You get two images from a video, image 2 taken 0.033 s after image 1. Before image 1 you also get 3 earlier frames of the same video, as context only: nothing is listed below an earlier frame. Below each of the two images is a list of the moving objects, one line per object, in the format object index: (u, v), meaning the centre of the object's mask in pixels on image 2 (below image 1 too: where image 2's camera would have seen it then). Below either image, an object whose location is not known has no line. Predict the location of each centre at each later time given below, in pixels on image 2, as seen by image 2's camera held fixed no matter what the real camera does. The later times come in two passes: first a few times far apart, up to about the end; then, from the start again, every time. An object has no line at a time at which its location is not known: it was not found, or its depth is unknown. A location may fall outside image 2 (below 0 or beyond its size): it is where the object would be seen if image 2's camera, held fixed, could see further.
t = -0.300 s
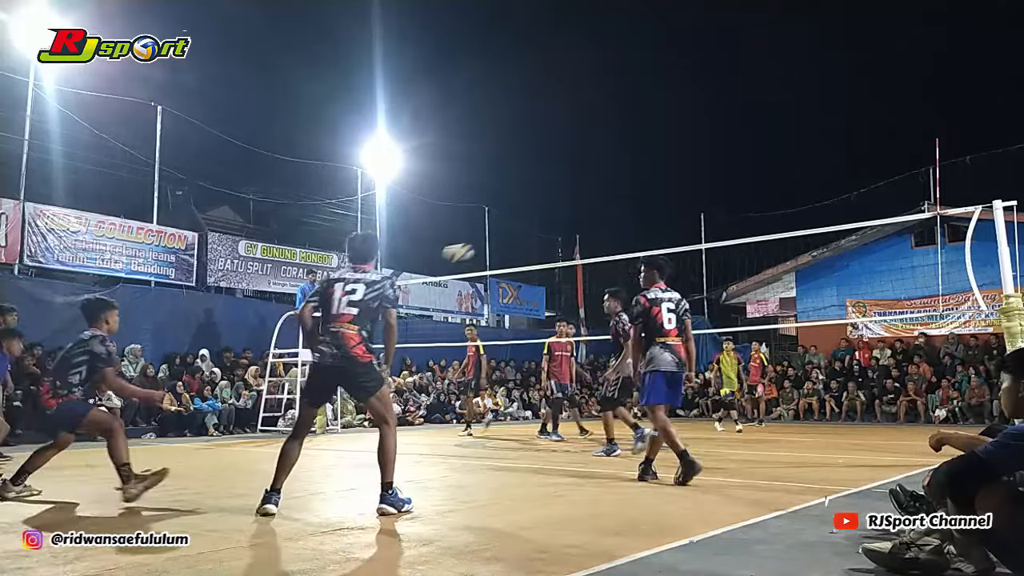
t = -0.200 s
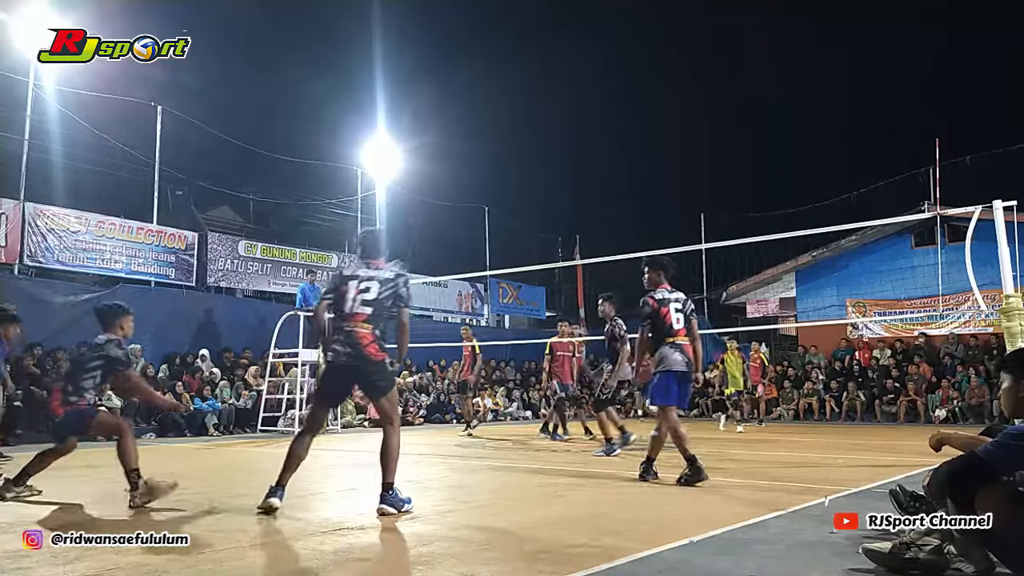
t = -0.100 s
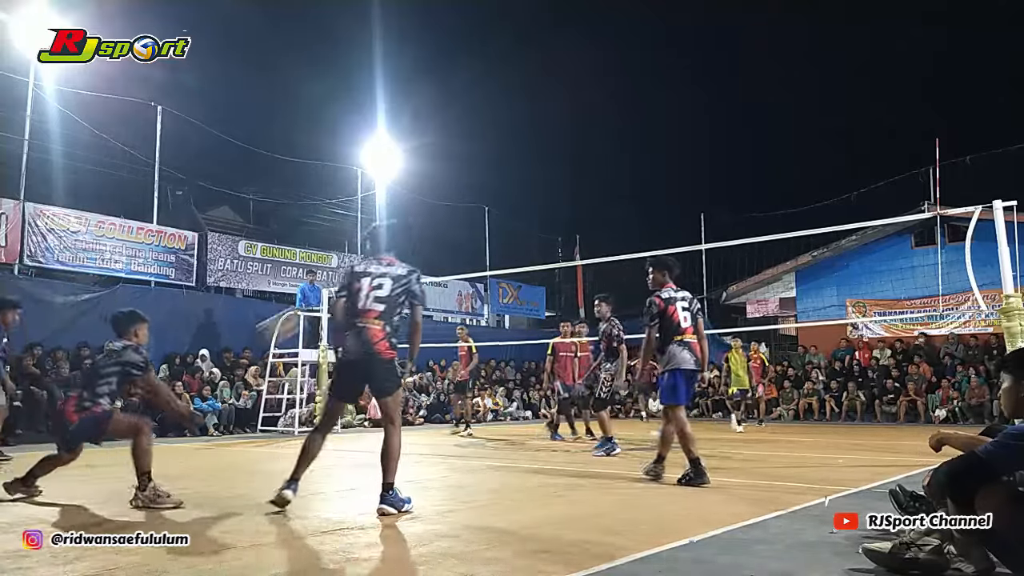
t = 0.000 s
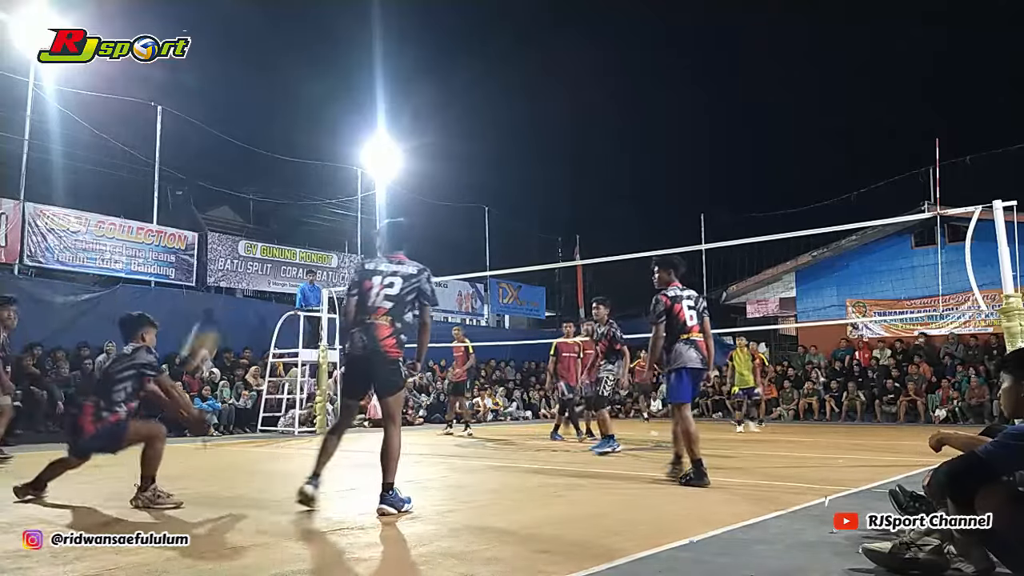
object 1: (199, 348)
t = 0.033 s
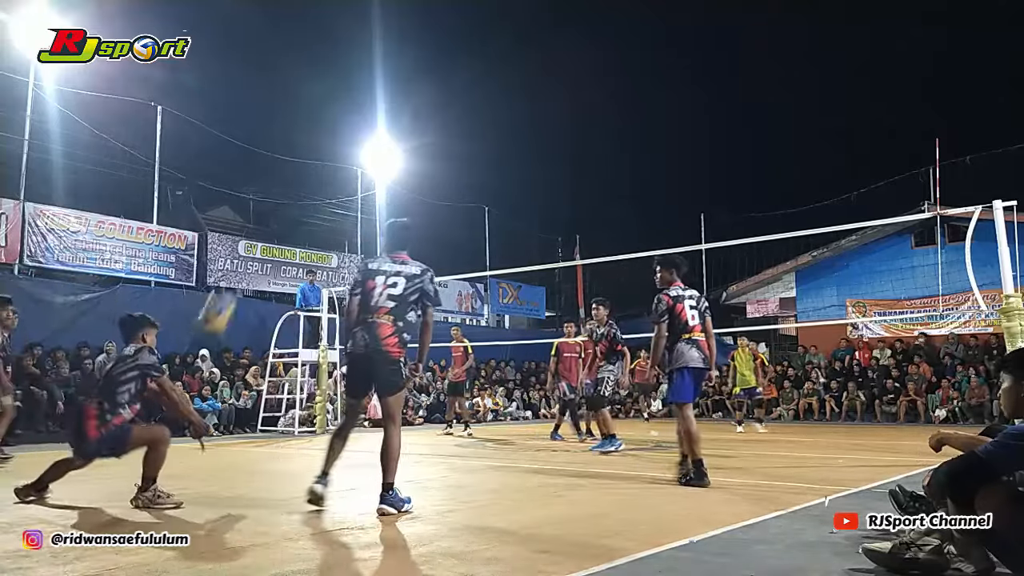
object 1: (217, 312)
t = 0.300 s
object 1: (329, 120)
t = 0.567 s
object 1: (415, 36)
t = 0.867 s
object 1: (496, 38)
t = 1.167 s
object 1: (568, 130)
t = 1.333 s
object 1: (605, 215)
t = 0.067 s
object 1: (232, 285)
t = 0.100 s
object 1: (248, 247)
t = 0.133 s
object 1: (264, 223)
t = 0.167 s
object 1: (277, 202)
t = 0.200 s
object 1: (290, 179)
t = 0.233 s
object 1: (305, 155)
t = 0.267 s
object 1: (316, 137)
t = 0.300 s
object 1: (329, 120)
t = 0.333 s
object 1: (341, 104)
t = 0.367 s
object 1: (352, 89)
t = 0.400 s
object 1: (364, 77)
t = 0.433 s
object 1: (374, 66)
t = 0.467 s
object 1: (385, 56)
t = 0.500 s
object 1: (395, 48)
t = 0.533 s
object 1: (405, 41)
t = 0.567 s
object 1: (415, 36)
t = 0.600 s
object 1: (425, 31)
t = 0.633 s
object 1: (433, 27)
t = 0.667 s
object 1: (443, 25)
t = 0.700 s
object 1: (453, 25)
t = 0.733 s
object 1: (461, 25)
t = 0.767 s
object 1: (470, 27)
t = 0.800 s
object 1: (479, 30)
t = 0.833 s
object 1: (487, 34)
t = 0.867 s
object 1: (496, 38)
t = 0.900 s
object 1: (504, 45)
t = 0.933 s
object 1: (512, 52)
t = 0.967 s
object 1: (521, 60)
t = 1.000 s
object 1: (529, 70)
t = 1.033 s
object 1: (536, 79)
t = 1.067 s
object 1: (544, 91)
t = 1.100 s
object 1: (552, 103)
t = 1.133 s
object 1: (560, 117)
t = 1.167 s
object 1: (568, 130)
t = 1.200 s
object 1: (575, 145)
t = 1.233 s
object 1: (583, 162)
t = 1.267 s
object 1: (590, 178)
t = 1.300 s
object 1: (598, 197)
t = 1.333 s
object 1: (605, 215)
